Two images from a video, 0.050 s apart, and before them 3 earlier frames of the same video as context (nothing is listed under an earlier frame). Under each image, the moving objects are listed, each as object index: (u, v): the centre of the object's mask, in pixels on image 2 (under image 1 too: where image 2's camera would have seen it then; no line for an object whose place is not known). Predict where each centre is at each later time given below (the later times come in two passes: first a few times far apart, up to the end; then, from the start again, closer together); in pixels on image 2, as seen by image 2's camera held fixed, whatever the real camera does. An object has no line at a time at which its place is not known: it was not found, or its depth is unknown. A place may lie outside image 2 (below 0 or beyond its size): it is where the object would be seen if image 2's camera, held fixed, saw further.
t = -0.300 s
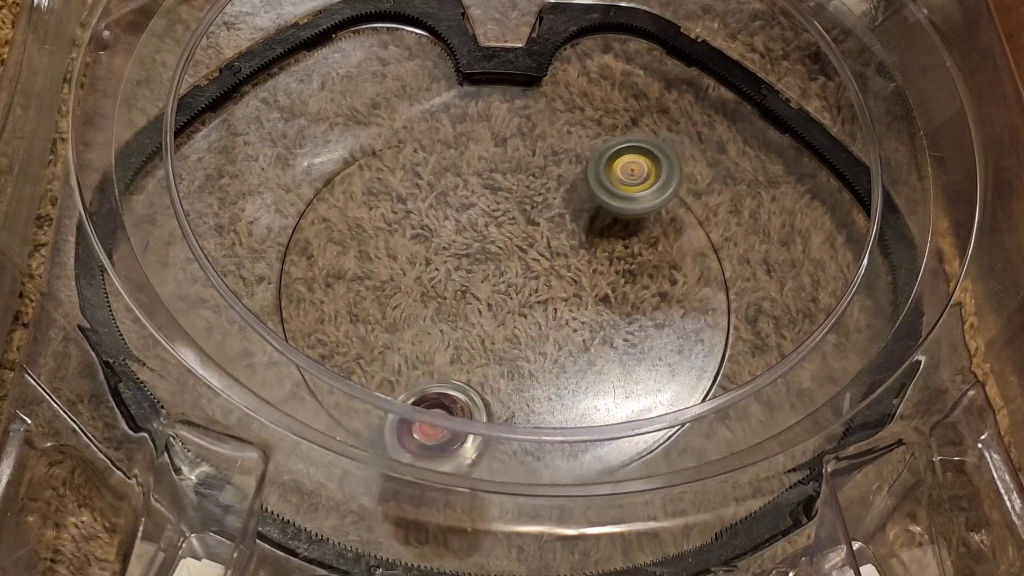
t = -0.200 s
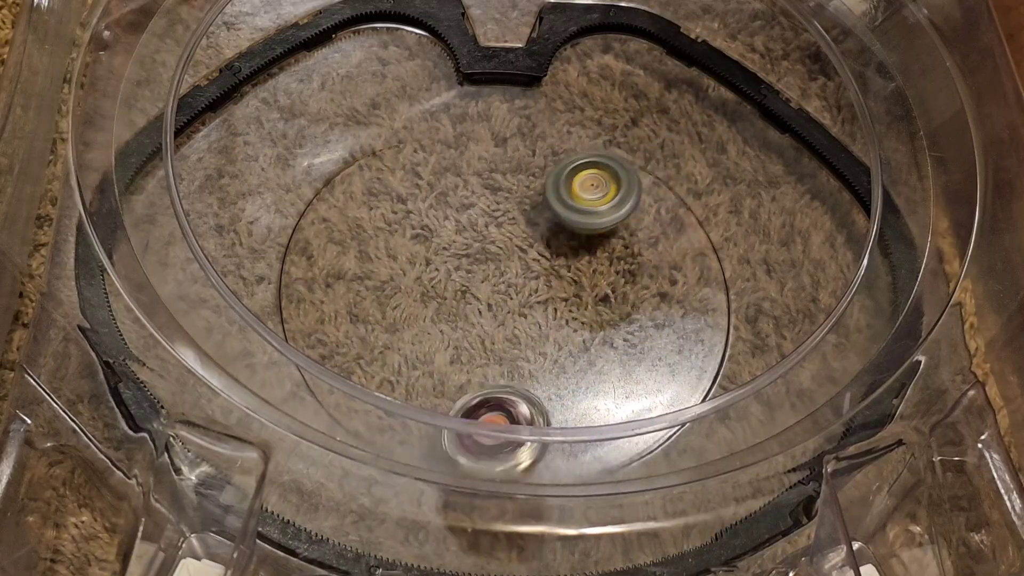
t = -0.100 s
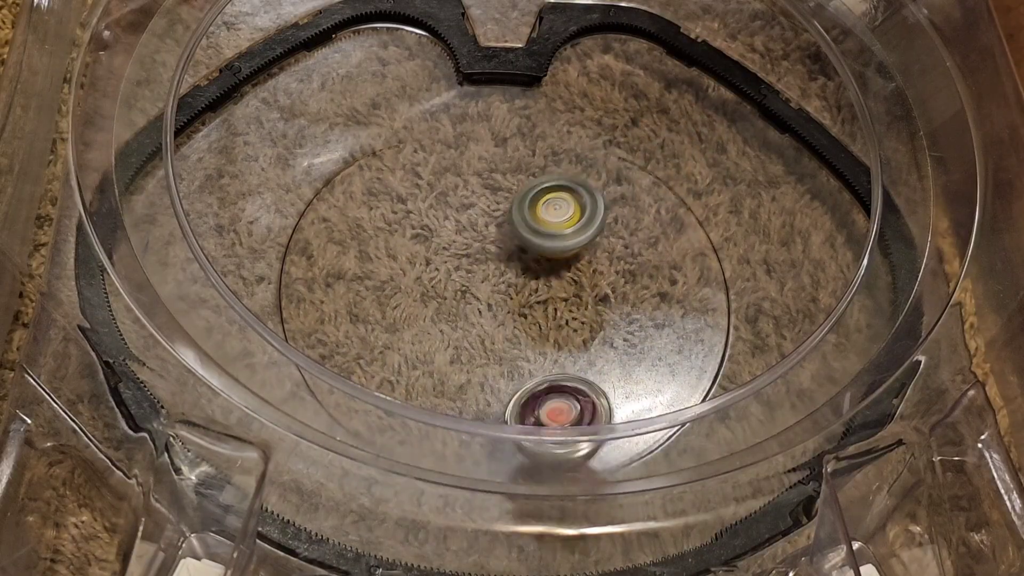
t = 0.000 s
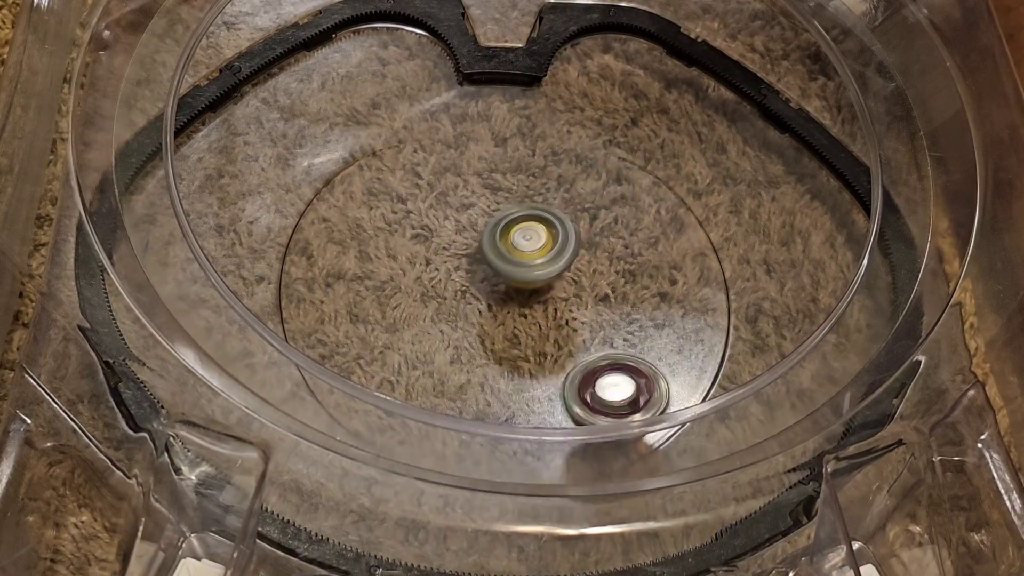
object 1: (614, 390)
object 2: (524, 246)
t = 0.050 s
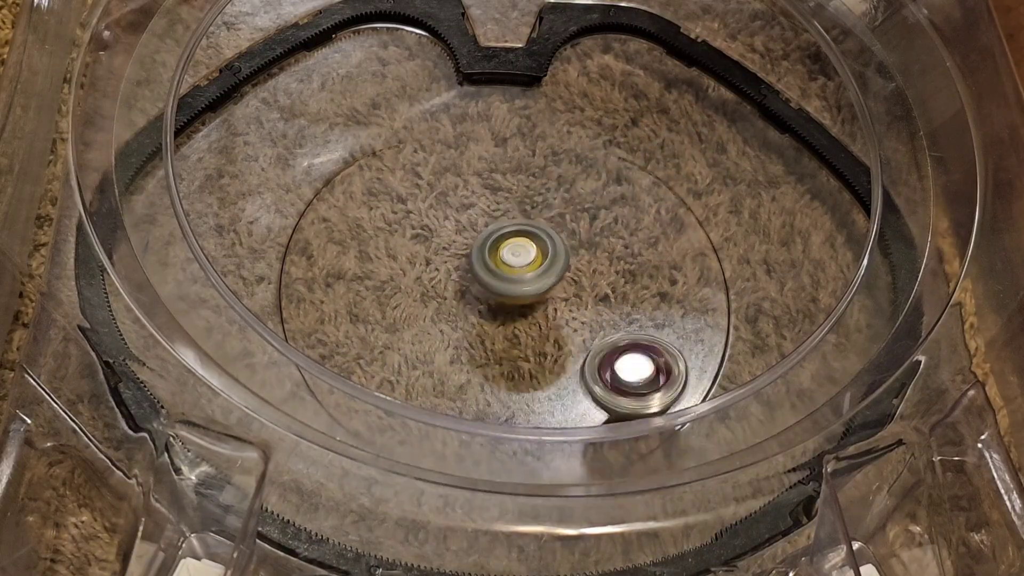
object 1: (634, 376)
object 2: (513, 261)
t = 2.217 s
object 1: (681, 270)
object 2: (554, 270)
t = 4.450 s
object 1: (573, 394)
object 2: (570, 256)
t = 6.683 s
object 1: (523, 264)
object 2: (539, 347)
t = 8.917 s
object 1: (609, 245)
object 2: (458, 310)
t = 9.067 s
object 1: (628, 273)
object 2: (441, 280)
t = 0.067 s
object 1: (638, 368)
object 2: (509, 266)
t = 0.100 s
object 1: (639, 350)
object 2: (504, 278)
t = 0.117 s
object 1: (638, 341)
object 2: (502, 282)
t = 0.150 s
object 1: (630, 322)
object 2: (499, 292)
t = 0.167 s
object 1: (625, 313)
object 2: (498, 298)
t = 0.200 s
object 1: (608, 293)
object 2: (497, 307)
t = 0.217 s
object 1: (599, 285)
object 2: (496, 311)
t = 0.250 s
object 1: (592, 267)
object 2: (477, 321)
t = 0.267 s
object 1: (588, 259)
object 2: (473, 325)
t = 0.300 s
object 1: (576, 244)
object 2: (456, 331)
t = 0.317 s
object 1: (569, 238)
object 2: (450, 334)
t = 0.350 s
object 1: (550, 227)
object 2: (443, 340)
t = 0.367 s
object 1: (540, 222)
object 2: (440, 343)
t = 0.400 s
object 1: (519, 213)
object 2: (437, 350)
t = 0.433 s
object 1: (495, 209)
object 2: (434, 357)
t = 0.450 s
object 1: (484, 207)
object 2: (434, 360)
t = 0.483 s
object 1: (461, 207)
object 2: (434, 365)
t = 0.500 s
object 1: (450, 205)
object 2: (434, 366)
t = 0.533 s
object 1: (430, 207)
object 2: (433, 370)
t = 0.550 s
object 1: (418, 210)
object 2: (433, 372)
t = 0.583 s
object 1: (401, 216)
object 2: (434, 373)
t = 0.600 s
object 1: (391, 219)
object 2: (434, 373)
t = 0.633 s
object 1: (375, 230)
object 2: (434, 373)
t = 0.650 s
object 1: (368, 235)
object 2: (435, 373)
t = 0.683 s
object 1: (359, 251)
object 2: (435, 371)
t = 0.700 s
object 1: (356, 260)
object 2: (436, 369)
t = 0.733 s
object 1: (354, 276)
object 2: (436, 366)
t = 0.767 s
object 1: (359, 295)
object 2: (438, 362)
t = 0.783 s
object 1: (361, 302)
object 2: (441, 360)
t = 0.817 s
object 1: (364, 307)
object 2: (461, 368)
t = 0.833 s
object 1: (368, 310)
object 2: (470, 371)
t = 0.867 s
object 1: (382, 316)
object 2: (484, 372)
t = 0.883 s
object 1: (391, 321)
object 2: (490, 370)
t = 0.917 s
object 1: (411, 323)
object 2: (505, 367)
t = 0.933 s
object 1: (416, 320)
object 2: (521, 369)
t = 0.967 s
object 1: (429, 312)
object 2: (546, 370)
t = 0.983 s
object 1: (435, 307)
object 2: (557, 369)
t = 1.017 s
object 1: (452, 295)
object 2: (576, 360)
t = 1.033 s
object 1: (459, 289)
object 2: (582, 355)
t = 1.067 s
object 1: (474, 274)
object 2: (594, 344)
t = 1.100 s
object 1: (487, 257)
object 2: (604, 330)
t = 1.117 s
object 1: (492, 249)
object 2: (608, 323)
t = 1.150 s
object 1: (500, 232)
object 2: (615, 309)
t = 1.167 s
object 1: (504, 223)
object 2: (618, 302)
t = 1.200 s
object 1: (507, 207)
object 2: (621, 287)
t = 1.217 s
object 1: (508, 199)
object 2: (622, 280)
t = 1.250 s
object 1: (509, 184)
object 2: (622, 266)
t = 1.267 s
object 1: (508, 177)
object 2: (621, 260)
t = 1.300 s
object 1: (505, 164)
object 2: (619, 247)
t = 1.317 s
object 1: (502, 158)
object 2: (617, 241)
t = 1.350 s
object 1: (495, 149)
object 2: (612, 231)
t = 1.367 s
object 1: (491, 146)
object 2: (610, 227)
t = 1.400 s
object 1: (483, 141)
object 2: (603, 220)
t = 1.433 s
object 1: (474, 139)
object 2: (595, 213)
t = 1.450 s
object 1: (469, 140)
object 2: (592, 211)
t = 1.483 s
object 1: (461, 146)
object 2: (585, 209)
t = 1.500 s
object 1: (458, 151)
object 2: (582, 208)
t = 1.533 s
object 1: (454, 163)
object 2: (574, 207)
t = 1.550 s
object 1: (453, 172)
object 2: (570, 207)
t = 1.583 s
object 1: (453, 190)
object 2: (562, 208)
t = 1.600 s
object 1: (456, 198)
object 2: (558, 209)
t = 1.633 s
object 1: (460, 218)
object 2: (558, 211)
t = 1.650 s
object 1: (457, 227)
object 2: (563, 213)
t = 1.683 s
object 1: (456, 246)
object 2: (574, 220)
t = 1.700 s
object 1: (457, 256)
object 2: (578, 222)
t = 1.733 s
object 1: (463, 274)
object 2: (581, 225)
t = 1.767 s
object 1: (475, 291)
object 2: (581, 229)
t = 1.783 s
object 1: (483, 298)
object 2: (581, 230)
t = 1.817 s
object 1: (500, 313)
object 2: (579, 232)
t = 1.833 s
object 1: (510, 319)
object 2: (578, 233)
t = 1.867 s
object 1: (531, 328)
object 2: (577, 235)
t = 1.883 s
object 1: (540, 332)
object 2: (575, 236)
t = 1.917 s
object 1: (563, 337)
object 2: (573, 238)
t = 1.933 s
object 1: (574, 339)
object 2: (571, 238)
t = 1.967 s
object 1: (596, 341)
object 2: (570, 241)
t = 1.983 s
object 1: (606, 340)
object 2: (568, 242)
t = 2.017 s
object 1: (627, 337)
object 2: (566, 245)
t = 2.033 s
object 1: (635, 335)
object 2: (565, 246)
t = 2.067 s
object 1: (653, 327)
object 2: (562, 250)
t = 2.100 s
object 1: (667, 317)
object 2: (560, 254)
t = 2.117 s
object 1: (673, 311)
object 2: (560, 256)
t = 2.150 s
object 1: (681, 299)
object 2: (558, 260)
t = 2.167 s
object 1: (682, 292)
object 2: (557, 262)
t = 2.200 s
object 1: (682, 277)
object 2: (554, 267)
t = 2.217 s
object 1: (681, 270)
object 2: (554, 270)
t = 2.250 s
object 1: (671, 256)
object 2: (553, 274)
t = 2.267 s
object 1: (665, 250)
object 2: (552, 277)
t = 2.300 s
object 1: (647, 238)
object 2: (549, 282)
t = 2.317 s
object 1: (636, 233)
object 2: (548, 284)
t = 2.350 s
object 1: (618, 221)
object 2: (539, 293)
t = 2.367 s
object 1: (612, 215)
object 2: (529, 301)
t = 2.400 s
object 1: (597, 205)
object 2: (513, 310)
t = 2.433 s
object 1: (575, 198)
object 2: (500, 319)
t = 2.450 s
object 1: (565, 196)
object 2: (494, 322)
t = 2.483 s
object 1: (542, 195)
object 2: (487, 329)
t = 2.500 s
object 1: (531, 197)
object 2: (485, 333)
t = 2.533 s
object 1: (508, 200)
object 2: (480, 339)
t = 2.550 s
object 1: (499, 204)
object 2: (478, 342)
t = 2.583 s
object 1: (477, 212)
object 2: (475, 349)
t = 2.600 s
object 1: (469, 215)
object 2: (474, 352)
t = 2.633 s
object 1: (450, 227)
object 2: (473, 357)
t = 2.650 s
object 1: (440, 234)
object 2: (472, 360)
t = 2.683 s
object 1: (429, 247)
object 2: (471, 364)
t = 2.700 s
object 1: (425, 253)
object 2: (470, 366)
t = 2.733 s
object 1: (415, 269)
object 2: (470, 368)
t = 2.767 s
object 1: (409, 285)
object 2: (469, 370)
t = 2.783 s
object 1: (407, 293)
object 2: (469, 370)
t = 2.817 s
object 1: (397, 295)
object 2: (482, 385)
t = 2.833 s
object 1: (389, 289)
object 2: (493, 392)
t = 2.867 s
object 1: (376, 279)
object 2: (513, 402)
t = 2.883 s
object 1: (371, 276)
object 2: (521, 406)
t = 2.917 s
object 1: (363, 272)
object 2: (533, 409)
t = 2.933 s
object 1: (360, 271)
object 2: (537, 409)
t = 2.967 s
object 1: (357, 270)
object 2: (539, 409)
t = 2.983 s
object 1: (354, 271)
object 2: (544, 407)
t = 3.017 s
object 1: (353, 274)
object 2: (548, 404)
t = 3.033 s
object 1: (354, 277)
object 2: (550, 403)
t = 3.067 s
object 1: (360, 280)
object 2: (554, 398)
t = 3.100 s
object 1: (370, 284)
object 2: (563, 391)
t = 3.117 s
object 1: (376, 286)
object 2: (562, 388)
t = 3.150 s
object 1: (393, 288)
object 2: (562, 377)
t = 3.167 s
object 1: (403, 289)
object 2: (563, 370)
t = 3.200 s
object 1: (424, 288)
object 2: (561, 358)
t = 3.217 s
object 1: (435, 286)
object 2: (560, 352)
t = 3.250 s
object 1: (456, 281)
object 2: (558, 339)
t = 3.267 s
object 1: (467, 277)
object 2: (556, 333)
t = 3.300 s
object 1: (482, 261)
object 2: (560, 326)
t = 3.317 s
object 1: (480, 236)
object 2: (575, 338)
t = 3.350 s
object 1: (475, 188)
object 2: (610, 370)
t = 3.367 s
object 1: (475, 164)
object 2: (621, 387)
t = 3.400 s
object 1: (475, 123)
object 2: (648, 411)
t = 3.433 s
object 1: (474, 91)
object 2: (668, 436)
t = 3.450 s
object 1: (473, 77)
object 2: (678, 447)
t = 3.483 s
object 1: (468, 58)
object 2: (692, 466)
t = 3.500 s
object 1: (458, 52)
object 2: (699, 466)
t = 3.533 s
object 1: (425, 45)
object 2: (717, 478)
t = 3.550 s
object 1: (410, 40)
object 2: (724, 482)
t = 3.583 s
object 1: (380, 37)
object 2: (733, 484)
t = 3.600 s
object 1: (367, 36)
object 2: (744, 486)
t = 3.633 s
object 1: (346, 34)
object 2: (749, 467)
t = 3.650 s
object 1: (337, 33)
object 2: (747, 459)
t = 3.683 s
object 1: (322, 34)
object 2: (750, 442)
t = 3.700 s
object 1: (318, 35)
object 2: (746, 425)
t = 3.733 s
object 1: (313, 38)
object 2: (759, 431)
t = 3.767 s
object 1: (314, 46)
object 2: (763, 426)
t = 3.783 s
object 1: (317, 52)
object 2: (758, 417)
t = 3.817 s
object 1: (326, 65)
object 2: (760, 415)
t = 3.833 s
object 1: (331, 72)
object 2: (760, 415)
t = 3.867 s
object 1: (343, 87)
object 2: (760, 414)
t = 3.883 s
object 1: (347, 94)
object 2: (753, 406)
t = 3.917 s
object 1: (359, 112)
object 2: (751, 403)
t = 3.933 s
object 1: (365, 121)
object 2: (748, 401)
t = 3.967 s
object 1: (378, 144)
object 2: (743, 400)
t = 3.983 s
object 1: (385, 158)
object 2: (735, 388)
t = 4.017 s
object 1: (399, 185)
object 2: (727, 384)
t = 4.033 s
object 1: (405, 198)
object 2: (721, 378)
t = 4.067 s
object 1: (419, 227)
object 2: (708, 367)
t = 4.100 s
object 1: (436, 253)
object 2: (701, 364)
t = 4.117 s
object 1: (444, 264)
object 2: (699, 362)
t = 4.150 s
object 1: (461, 288)
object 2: (685, 358)
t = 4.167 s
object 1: (469, 298)
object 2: (679, 350)
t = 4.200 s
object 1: (484, 318)
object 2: (669, 338)
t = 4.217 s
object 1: (493, 327)
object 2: (667, 333)
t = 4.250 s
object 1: (509, 343)
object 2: (654, 320)
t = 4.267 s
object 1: (514, 350)
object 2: (644, 314)
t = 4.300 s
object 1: (527, 363)
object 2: (632, 303)
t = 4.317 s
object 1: (533, 368)
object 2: (625, 296)
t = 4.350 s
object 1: (544, 378)
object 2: (611, 285)
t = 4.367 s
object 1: (550, 381)
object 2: (604, 280)
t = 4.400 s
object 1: (561, 387)
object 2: (591, 269)
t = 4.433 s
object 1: (569, 391)
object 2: (577, 260)
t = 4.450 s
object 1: (573, 394)
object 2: (570, 256)
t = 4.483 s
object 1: (579, 396)
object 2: (558, 248)
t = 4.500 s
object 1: (581, 398)
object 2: (552, 244)
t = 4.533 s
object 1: (585, 400)
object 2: (539, 237)
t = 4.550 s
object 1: (587, 401)
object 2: (533, 235)
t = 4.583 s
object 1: (589, 413)
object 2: (521, 230)
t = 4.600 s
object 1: (590, 417)
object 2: (515, 228)
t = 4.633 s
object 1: (591, 420)
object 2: (503, 224)
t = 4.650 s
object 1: (590, 422)
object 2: (499, 222)
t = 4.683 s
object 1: (589, 422)
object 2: (489, 219)
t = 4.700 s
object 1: (588, 420)
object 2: (485, 218)
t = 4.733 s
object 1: (585, 412)
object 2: (479, 215)
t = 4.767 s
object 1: (579, 399)
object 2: (475, 213)
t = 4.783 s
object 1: (576, 397)
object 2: (473, 212)
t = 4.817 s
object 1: (569, 390)
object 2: (471, 211)
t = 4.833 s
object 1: (565, 384)
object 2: (471, 210)
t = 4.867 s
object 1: (554, 369)
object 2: (470, 210)
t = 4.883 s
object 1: (548, 361)
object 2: (471, 210)
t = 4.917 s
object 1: (536, 345)
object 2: (473, 210)
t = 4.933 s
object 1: (529, 337)
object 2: (474, 211)
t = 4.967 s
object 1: (515, 321)
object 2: (477, 212)
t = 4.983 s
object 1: (508, 314)
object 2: (478, 212)
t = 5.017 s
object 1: (494, 299)
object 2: (482, 214)
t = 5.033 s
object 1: (487, 299)
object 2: (485, 207)
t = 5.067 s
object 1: (474, 299)
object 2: (490, 196)
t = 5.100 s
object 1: (460, 295)
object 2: (495, 188)
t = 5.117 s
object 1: (453, 292)
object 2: (497, 186)
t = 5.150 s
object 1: (439, 287)
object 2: (501, 183)
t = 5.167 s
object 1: (433, 285)
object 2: (503, 182)
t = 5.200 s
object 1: (421, 280)
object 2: (505, 183)
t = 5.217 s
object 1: (415, 278)
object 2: (506, 184)
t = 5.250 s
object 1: (404, 276)
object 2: (509, 186)
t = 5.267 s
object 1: (400, 273)
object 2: (509, 186)
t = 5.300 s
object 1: (392, 271)
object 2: (512, 190)
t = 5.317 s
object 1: (390, 271)
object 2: (512, 191)
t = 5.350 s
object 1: (386, 271)
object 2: (515, 195)
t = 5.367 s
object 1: (386, 271)
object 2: (517, 197)
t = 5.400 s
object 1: (388, 270)
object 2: (519, 201)
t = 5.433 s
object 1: (393, 271)
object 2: (521, 206)
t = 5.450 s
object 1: (398, 271)
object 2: (522, 209)
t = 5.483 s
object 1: (407, 271)
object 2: (525, 213)
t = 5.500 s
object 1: (413, 271)
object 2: (527, 216)
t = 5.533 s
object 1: (427, 269)
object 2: (531, 220)
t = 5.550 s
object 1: (433, 269)
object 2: (532, 222)
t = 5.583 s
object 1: (449, 266)
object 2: (537, 228)
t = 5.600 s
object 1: (456, 265)
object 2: (540, 230)
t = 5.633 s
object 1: (452, 263)
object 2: (562, 230)
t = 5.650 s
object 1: (451, 263)
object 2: (576, 230)
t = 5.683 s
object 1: (450, 262)
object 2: (590, 234)
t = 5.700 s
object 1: (450, 262)
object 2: (598, 236)
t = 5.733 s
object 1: (451, 262)
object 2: (606, 241)
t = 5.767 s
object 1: (455, 262)
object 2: (607, 246)
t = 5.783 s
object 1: (457, 262)
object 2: (610, 249)
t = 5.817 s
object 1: (463, 263)
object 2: (612, 254)
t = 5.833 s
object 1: (465, 263)
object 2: (612, 257)
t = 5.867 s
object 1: (473, 263)
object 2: (614, 264)
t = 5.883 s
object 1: (477, 262)
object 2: (612, 266)
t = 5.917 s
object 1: (486, 262)
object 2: (611, 273)
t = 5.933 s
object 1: (490, 261)
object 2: (610, 276)
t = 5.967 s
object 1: (500, 260)
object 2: (608, 284)
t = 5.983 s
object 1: (505, 260)
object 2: (608, 286)
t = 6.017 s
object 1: (513, 258)
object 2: (602, 293)
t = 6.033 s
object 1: (516, 253)
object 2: (604, 298)
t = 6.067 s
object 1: (500, 234)
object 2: (629, 320)
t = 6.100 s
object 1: (489, 219)
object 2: (642, 339)
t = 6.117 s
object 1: (482, 213)
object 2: (645, 345)
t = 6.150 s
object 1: (473, 203)
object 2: (650, 355)
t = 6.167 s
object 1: (468, 199)
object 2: (651, 358)
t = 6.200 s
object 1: (458, 193)
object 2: (650, 363)
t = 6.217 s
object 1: (453, 190)
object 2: (650, 365)
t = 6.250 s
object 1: (445, 188)
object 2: (648, 367)
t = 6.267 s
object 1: (441, 187)
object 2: (651, 367)
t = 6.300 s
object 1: (435, 190)
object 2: (642, 368)
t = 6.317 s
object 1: (433, 191)
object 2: (640, 369)
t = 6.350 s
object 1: (431, 197)
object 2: (635, 369)
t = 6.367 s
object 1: (431, 200)
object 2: (632, 368)
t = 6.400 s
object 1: (433, 209)
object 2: (626, 366)
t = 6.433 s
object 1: (437, 218)
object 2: (617, 365)
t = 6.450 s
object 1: (441, 223)
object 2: (612, 364)
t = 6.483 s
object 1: (449, 233)
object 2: (602, 361)
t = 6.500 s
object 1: (456, 239)
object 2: (596, 359)
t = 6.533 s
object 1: (467, 249)
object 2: (586, 355)
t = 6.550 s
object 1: (474, 255)
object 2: (579, 353)
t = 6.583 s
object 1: (489, 264)
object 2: (567, 347)
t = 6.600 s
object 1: (497, 268)
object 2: (561, 344)
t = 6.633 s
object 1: (507, 268)
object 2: (552, 344)
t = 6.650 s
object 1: (512, 266)
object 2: (548, 346)
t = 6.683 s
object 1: (523, 264)
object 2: (539, 347)
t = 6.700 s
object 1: (530, 262)
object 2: (534, 347)
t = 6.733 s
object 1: (541, 259)
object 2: (523, 344)
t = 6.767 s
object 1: (550, 256)
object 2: (513, 339)
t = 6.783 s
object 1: (554, 254)
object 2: (508, 336)
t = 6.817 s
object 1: (562, 251)
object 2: (500, 328)
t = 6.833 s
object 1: (565, 248)
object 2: (496, 324)
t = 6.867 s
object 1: (571, 245)
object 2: (489, 315)
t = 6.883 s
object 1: (573, 243)
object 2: (485, 311)
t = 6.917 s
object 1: (576, 241)
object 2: (479, 301)
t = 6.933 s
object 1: (577, 239)
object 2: (476, 296)
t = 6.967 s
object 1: (579, 238)
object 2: (472, 286)
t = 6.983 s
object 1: (578, 237)
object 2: (470, 281)
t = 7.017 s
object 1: (578, 237)
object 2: (465, 272)
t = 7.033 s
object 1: (577, 238)
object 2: (467, 268)
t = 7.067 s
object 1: (575, 238)
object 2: (462, 258)
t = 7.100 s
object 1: (570, 239)
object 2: (461, 248)
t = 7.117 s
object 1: (569, 241)
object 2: (460, 243)
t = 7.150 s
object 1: (568, 244)
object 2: (461, 234)
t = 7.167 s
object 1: (576, 247)
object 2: (448, 228)
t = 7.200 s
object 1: (588, 253)
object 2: (436, 215)
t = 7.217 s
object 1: (594, 255)
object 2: (432, 211)
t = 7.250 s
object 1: (601, 261)
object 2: (428, 203)
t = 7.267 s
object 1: (604, 262)
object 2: (427, 200)
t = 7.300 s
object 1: (611, 268)
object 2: (427, 196)
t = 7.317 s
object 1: (613, 269)
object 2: (427, 194)
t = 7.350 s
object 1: (617, 273)
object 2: (429, 194)
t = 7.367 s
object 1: (618, 275)
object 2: (429, 193)
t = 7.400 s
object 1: (620, 279)
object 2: (431, 193)
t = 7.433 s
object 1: (618, 282)
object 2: (433, 193)
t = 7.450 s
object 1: (617, 283)
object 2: (433, 193)
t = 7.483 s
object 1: (613, 288)
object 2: (436, 193)
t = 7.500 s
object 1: (610, 289)
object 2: (438, 192)
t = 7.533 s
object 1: (604, 293)
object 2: (443, 194)
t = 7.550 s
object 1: (601, 295)
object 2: (446, 193)
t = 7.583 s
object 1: (592, 299)
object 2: (453, 197)
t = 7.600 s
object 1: (587, 301)
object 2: (456, 197)
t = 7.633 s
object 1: (578, 304)
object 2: (464, 202)
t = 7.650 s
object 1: (572, 306)
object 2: (469, 205)
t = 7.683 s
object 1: (561, 308)
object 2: (478, 211)
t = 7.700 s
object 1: (555, 310)
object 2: (484, 215)
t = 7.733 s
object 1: (542, 312)
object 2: (494, 221)
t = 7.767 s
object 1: (529, 315)
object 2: (506, 228)
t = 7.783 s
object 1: (523, 315)
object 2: (510, 232)
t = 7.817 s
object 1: (510, 333)
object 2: (523, 223)
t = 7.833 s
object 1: (502, 342)
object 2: (530, 219)
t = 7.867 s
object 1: (492, 352)
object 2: (538, 214)
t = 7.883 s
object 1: (487, 357)
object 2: (543, 214)
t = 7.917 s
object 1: (480, 362)
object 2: (550, 216)
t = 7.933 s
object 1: (477, 364)
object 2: (554, 219)
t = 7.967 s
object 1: (471, 368)
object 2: (560, 224)
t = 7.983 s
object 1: (467, 370)
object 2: (564, 226)
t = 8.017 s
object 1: (460, 373)
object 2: (567, 233)
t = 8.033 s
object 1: (458, 373)
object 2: (570, 236)
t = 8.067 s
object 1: (454, 373)
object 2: (574, 243)
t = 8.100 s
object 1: (452, 370)
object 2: (577, 250)
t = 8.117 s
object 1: (451, 369)
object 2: (578, 253)
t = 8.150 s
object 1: (450, 364)
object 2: (579, 260)
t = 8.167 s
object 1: (450, 361)
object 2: (580, 263)
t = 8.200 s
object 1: (450, 353)
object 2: (580, 271)
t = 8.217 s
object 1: (451, 348)
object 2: (580, 275)
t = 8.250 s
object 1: (453, 336)
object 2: (580, 283)
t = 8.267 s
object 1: (454, 331)
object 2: (579, 287)
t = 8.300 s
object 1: (457, 318)
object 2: (576, 293)
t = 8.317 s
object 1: (459, 312)
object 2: (575, 297)
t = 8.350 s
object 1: (464, 300)
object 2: (572, 304)
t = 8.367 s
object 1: (465, 295)
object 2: (569, 307)
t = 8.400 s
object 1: (472, 283)
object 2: (565, 313)
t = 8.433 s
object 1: (478, 273)
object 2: (559, 318)
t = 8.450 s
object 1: (480, 268)
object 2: (556, 320)
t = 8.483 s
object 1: (488, 260)
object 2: (550, 324)
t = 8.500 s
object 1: (490, 255)
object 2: (546, 326)
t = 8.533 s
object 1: (499, 249)
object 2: (538, 329)
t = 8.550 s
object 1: (503, 246)
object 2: (535, 330)
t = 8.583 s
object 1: (512, 240)
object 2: (527, 332)
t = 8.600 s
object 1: (516, 238)
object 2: (523, 332)
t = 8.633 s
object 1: (525, 235)
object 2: (516, 334)
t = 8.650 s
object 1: (531, 233)
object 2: (511, 335)
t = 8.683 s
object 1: (540, 230)
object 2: (503, 334)
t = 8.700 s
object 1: (546, 230)
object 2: (499, 333)
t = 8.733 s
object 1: (556, 229)
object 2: (490, 332)
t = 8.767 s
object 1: (567, 229)
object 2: (482, 329)
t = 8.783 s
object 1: (572, 230)
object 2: (479, 328)
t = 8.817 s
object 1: (582, 231)
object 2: (472, 324)
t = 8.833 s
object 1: (588, 234)
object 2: (468, 322)
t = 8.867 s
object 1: (595, 237)
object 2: (462, 317)
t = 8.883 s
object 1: (600, 239)
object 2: (459, 315)
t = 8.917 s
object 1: (609, 245)
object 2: (458, 310)
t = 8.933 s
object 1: (613, 247)
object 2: (456, 307)
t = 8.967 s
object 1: (620, 254)
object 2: (447, 300)
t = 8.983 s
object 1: (622, 256)
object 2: (446, 296)
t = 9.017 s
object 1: (627, 263)
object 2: (448, 291)
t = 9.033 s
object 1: (628, 267)
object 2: (442, 288)
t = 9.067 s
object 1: (628, 273)
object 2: (441, 280)
